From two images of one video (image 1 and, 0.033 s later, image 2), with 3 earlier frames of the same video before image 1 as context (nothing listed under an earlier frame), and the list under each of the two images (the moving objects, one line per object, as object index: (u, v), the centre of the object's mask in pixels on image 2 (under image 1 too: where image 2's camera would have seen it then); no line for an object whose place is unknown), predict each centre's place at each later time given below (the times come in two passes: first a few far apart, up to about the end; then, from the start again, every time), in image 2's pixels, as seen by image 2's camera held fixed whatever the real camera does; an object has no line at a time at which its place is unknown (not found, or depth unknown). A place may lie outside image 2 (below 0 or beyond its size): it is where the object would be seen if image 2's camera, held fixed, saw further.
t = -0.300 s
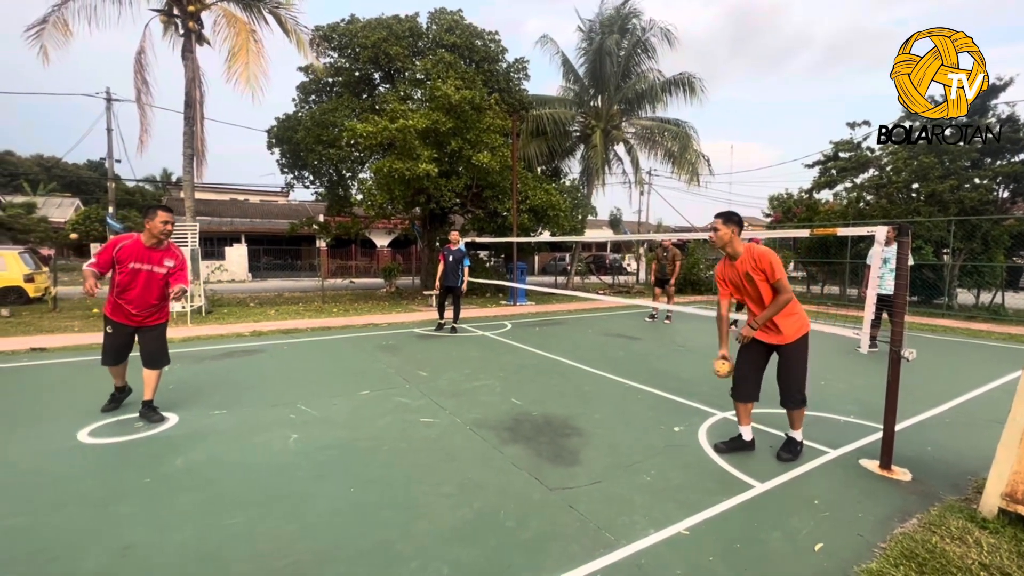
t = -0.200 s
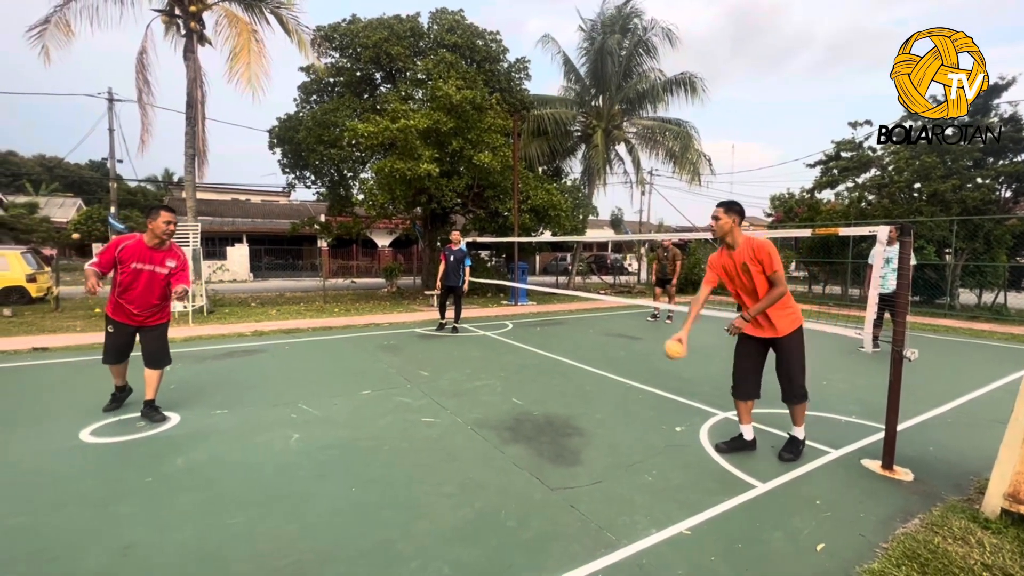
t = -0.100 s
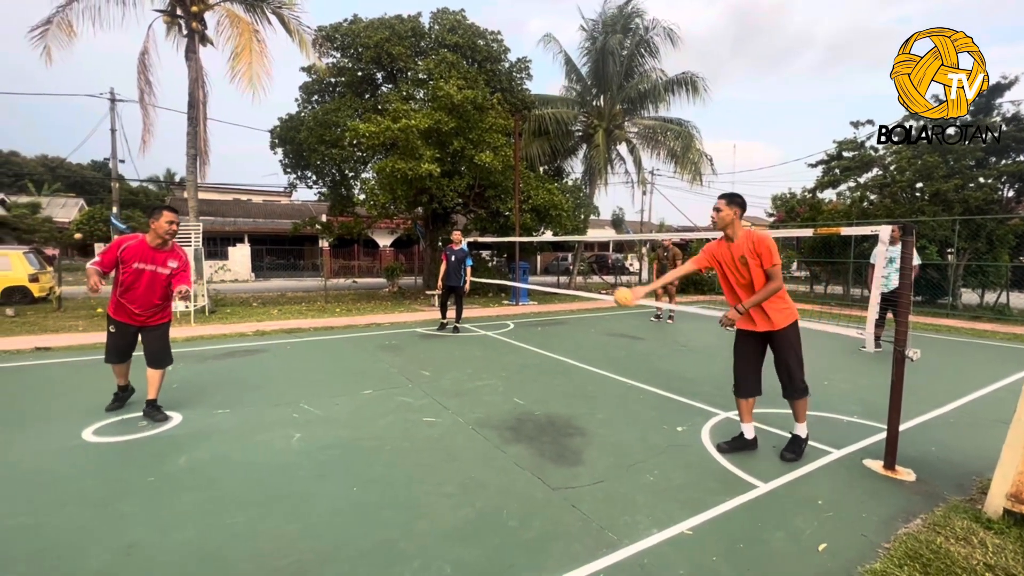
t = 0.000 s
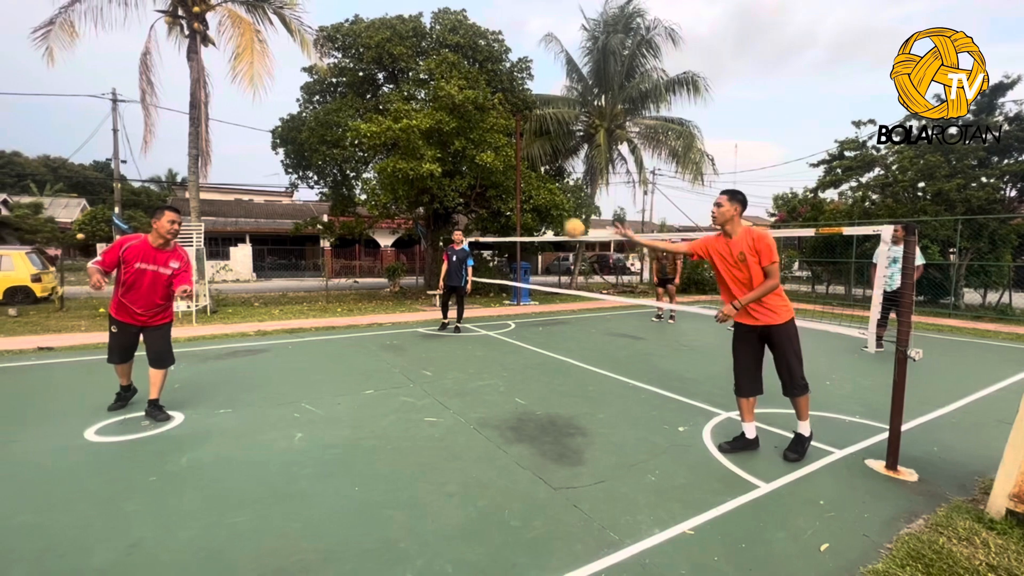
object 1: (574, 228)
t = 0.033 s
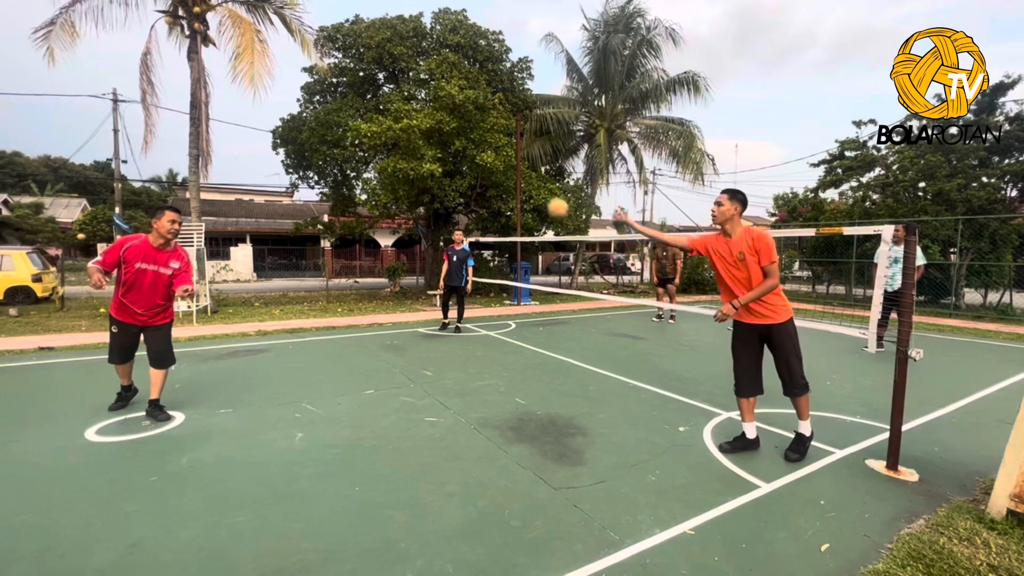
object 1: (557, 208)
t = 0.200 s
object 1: (472, 130)
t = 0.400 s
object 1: (369, 92)
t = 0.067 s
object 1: (540, 189)
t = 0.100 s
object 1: (524, 172)
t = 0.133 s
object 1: (506, 157)
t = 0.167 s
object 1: (489, 143)
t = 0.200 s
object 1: (472, 130)
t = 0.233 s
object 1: (455, 119)
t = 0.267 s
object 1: (438, 110)
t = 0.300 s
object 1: (421, 103)
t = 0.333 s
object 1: (403, 98)
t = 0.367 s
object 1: (386, 94)
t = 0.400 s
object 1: (369, 92)
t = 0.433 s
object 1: (352, 92)
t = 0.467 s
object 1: (335, 93)
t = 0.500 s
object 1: (318, 97)
